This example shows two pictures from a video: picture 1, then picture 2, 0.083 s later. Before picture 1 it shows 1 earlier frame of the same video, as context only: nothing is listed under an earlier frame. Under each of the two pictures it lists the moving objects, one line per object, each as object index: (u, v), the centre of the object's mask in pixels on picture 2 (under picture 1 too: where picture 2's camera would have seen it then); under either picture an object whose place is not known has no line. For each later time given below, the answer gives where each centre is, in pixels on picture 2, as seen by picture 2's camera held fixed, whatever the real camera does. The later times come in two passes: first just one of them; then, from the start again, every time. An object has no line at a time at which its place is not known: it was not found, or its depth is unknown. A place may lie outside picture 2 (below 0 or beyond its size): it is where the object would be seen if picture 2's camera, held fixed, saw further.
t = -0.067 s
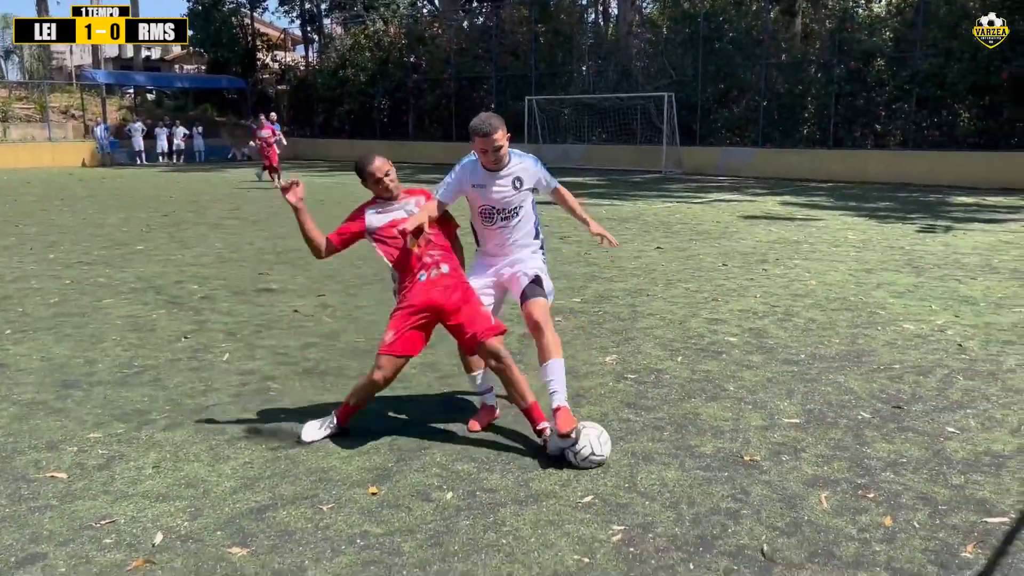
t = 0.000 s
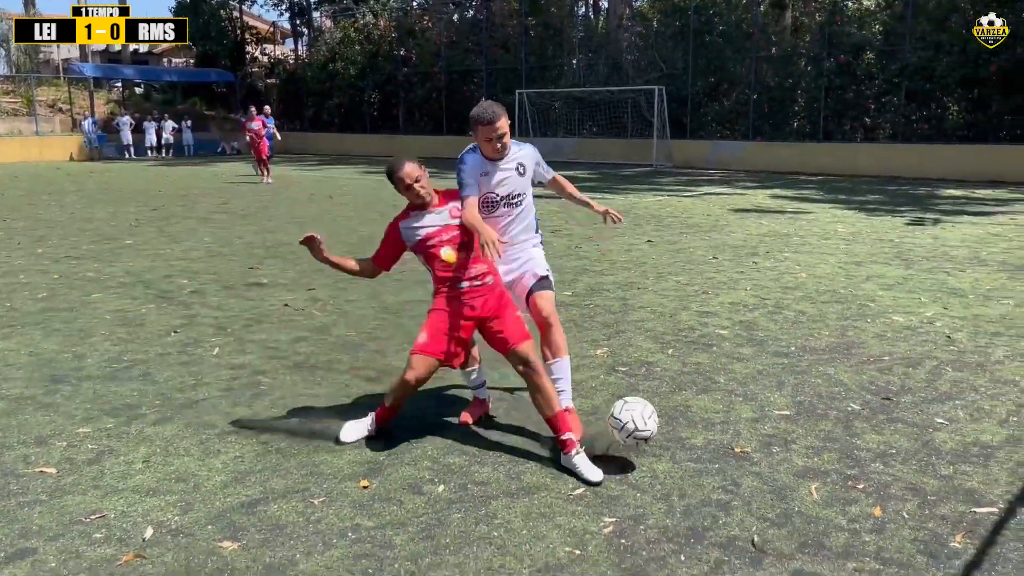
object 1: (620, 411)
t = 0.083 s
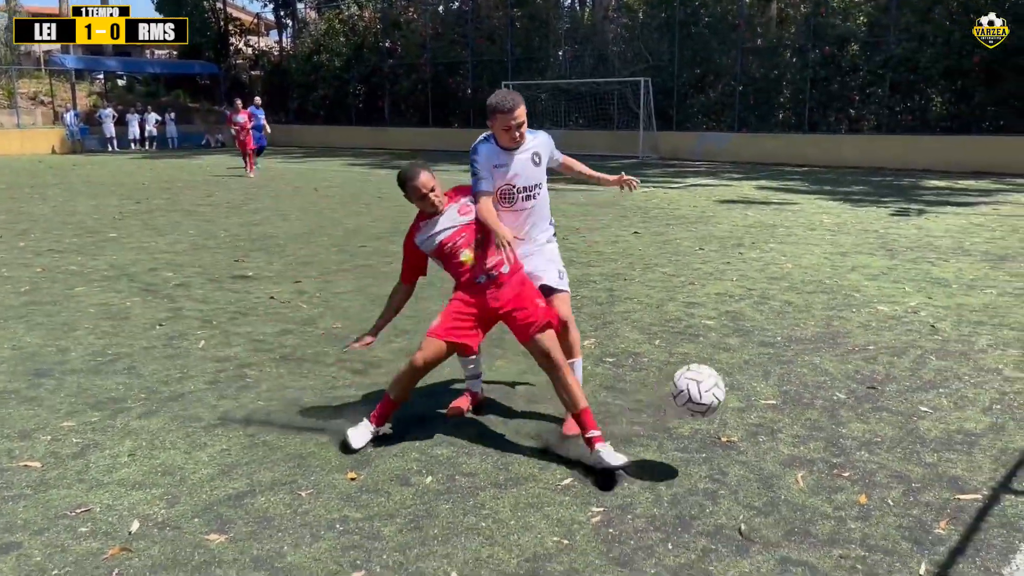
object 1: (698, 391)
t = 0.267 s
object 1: (901, 396)
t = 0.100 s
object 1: (714, 387)
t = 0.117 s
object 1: (731, 386)
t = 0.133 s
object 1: (749, 385)
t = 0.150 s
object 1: (767, 383)
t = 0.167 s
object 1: (784, 383)
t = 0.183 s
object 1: (803, 383)
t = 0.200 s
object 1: (821, 384)
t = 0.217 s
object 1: (841, 386)
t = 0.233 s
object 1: (861, 388)
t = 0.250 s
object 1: (881, 391)
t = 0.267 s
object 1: (901, 396)
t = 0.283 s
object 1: (922, 401)
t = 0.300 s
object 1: (943, 406)
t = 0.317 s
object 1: (966, 413)
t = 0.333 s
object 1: (987, 420)
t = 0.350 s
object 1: (1009, 428)
